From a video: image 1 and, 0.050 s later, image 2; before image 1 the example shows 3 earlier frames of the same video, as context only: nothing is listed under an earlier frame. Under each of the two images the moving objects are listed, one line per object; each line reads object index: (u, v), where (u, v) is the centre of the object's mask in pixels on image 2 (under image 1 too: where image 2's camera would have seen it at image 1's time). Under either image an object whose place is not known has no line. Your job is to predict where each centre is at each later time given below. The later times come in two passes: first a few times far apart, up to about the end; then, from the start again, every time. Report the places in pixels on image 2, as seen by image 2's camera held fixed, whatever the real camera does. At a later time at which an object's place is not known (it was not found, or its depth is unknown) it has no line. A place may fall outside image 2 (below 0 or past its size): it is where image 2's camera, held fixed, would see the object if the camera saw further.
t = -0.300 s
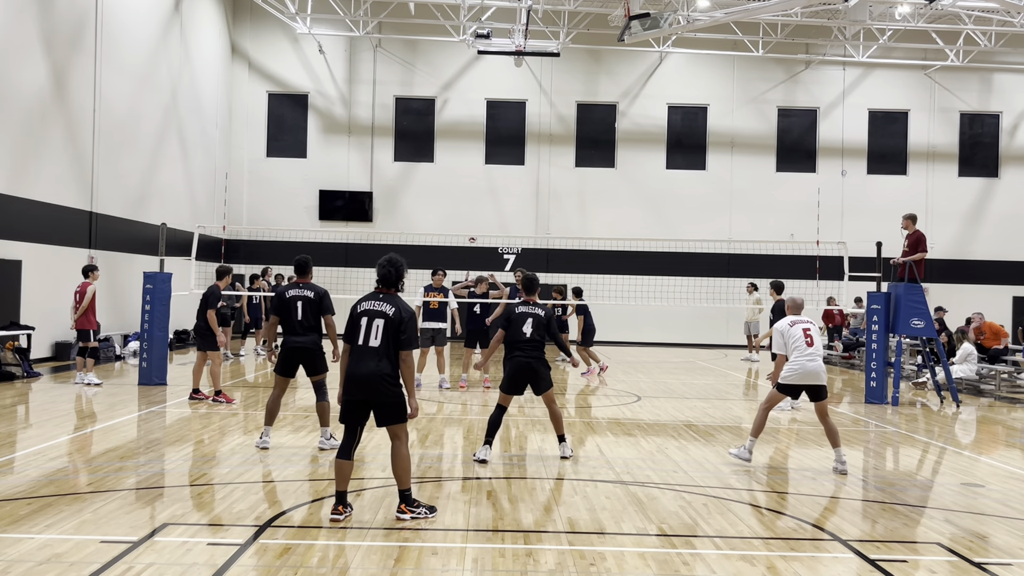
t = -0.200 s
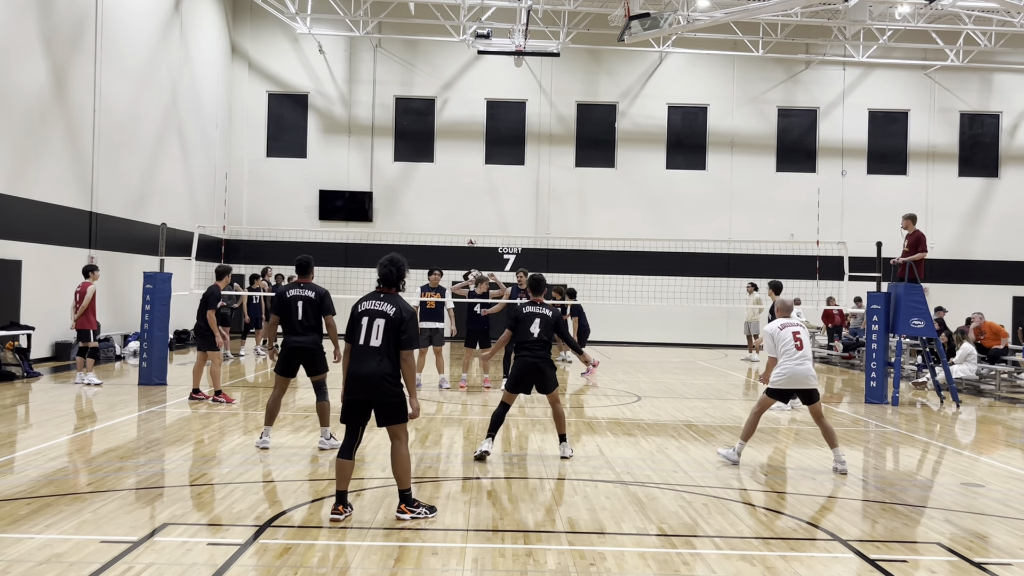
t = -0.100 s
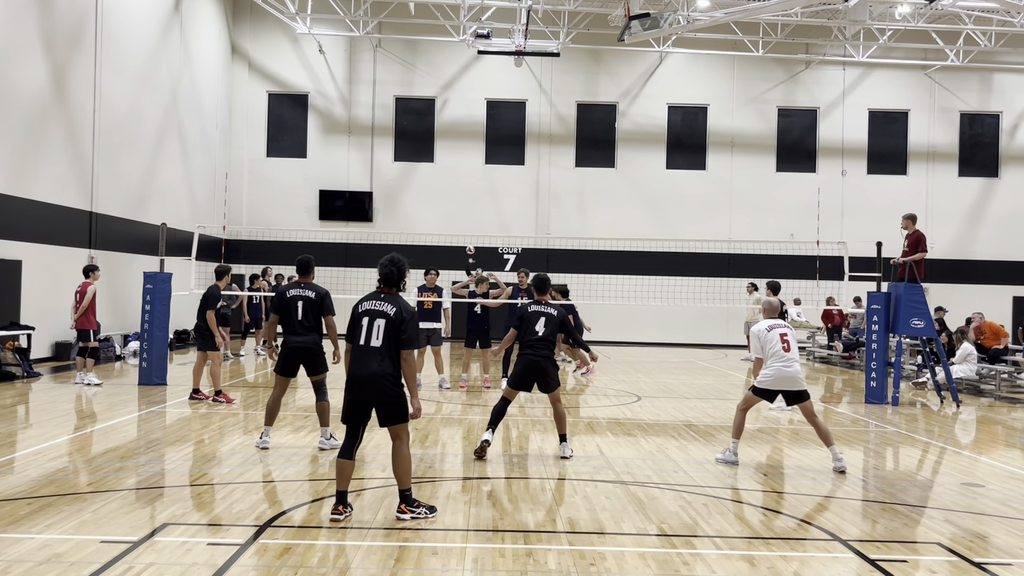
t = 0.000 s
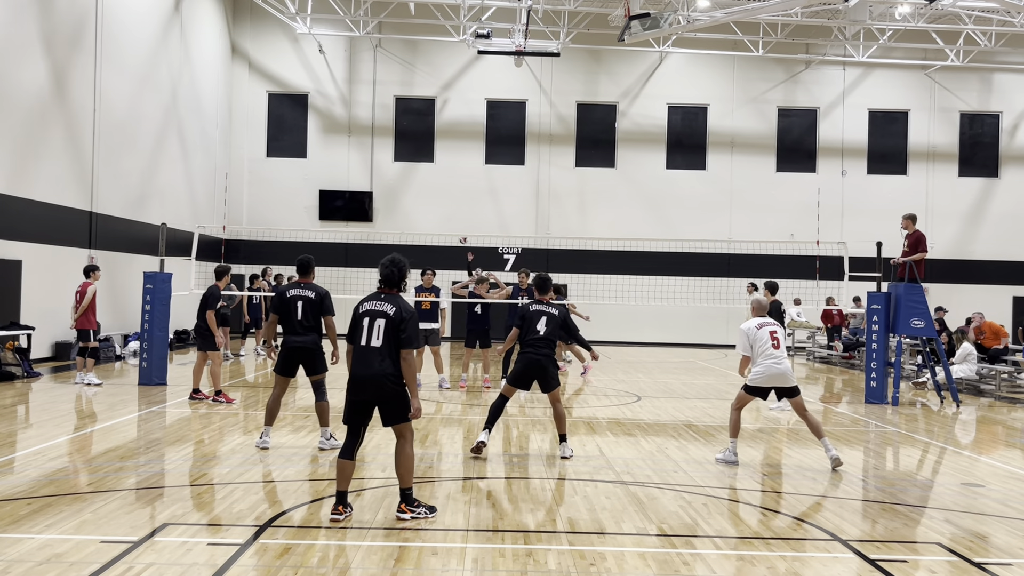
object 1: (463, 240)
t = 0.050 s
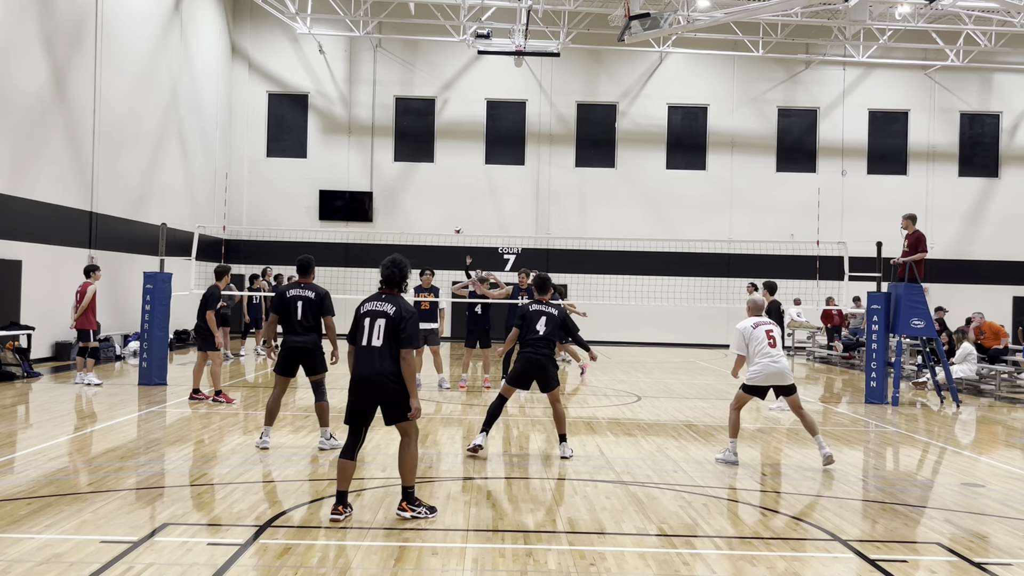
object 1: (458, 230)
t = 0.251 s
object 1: (434, 201)
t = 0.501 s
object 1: (395, 187)
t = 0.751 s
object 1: (346, 218)
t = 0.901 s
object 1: (308, 270)
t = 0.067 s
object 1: (457, 228)
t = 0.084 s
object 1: (455, 225)
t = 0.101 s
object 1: (453, 222)
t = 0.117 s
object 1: (451, 219)
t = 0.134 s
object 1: (449, 217)
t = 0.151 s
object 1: (447, 215)
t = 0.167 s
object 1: (445, 212)
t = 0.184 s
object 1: (443, 210)
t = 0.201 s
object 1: (441, 207)
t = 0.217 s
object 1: (439, 205)
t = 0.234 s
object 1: (436, 203)
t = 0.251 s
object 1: (434, 201)
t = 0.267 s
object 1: (432, 199)
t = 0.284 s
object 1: (430, 198)
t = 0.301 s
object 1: (427, 196)
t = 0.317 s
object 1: (425, 195)
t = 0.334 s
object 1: (422, 193)
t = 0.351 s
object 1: (420, 192)
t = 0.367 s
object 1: (417, 191)
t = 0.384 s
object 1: (415, 190)
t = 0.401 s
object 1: (412, 189)
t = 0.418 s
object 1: (409, 188)
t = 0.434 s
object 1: (407, 188)
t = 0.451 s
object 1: (404, 187)
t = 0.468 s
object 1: (401, 187)
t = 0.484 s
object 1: (398, 187)
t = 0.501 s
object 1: (395, 187)
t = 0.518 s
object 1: (392, 188)
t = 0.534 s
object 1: (389, 188)
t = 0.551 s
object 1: (386, 189)
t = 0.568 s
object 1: (383, 190)
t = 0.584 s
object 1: (380, 191)
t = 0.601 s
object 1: (376, 193)
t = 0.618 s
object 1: (373, 195)
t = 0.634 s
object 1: (370, 197)
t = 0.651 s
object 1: (366, 199)
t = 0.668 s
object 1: (363, 201)
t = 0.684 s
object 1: (360, 204)
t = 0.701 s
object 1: (356, 207)
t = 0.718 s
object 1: (353, 211)
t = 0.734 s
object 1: (349, 214)
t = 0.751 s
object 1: (346, 218)
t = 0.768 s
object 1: (342, 221)
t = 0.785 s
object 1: (338, 226)
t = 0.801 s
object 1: (334, 231)
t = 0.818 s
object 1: (330, 238)
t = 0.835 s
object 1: (326, 243)
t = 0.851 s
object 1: (322, 249)
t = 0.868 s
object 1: (318, 256)
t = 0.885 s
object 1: (313, 262)
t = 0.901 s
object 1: (308, 270)
